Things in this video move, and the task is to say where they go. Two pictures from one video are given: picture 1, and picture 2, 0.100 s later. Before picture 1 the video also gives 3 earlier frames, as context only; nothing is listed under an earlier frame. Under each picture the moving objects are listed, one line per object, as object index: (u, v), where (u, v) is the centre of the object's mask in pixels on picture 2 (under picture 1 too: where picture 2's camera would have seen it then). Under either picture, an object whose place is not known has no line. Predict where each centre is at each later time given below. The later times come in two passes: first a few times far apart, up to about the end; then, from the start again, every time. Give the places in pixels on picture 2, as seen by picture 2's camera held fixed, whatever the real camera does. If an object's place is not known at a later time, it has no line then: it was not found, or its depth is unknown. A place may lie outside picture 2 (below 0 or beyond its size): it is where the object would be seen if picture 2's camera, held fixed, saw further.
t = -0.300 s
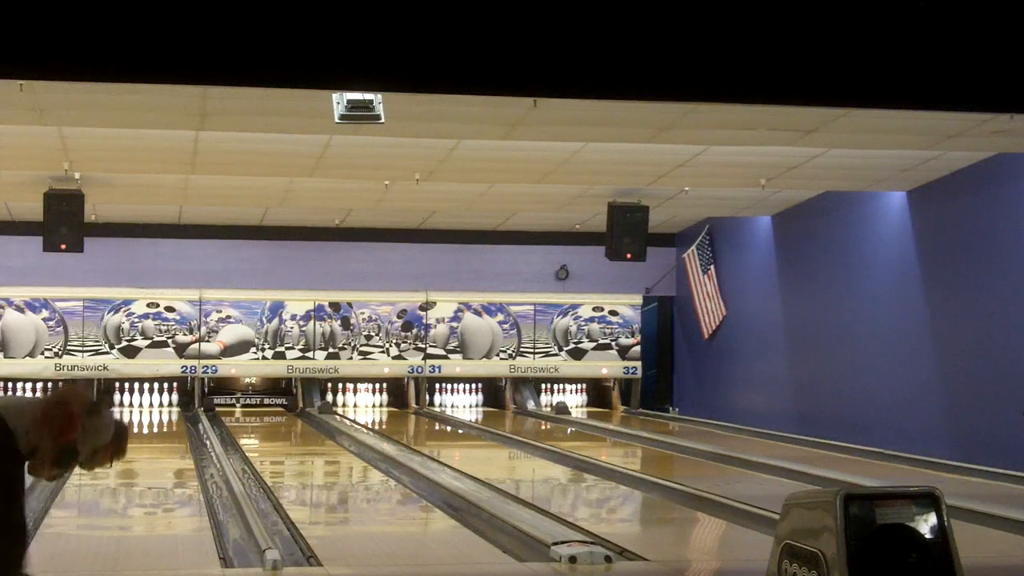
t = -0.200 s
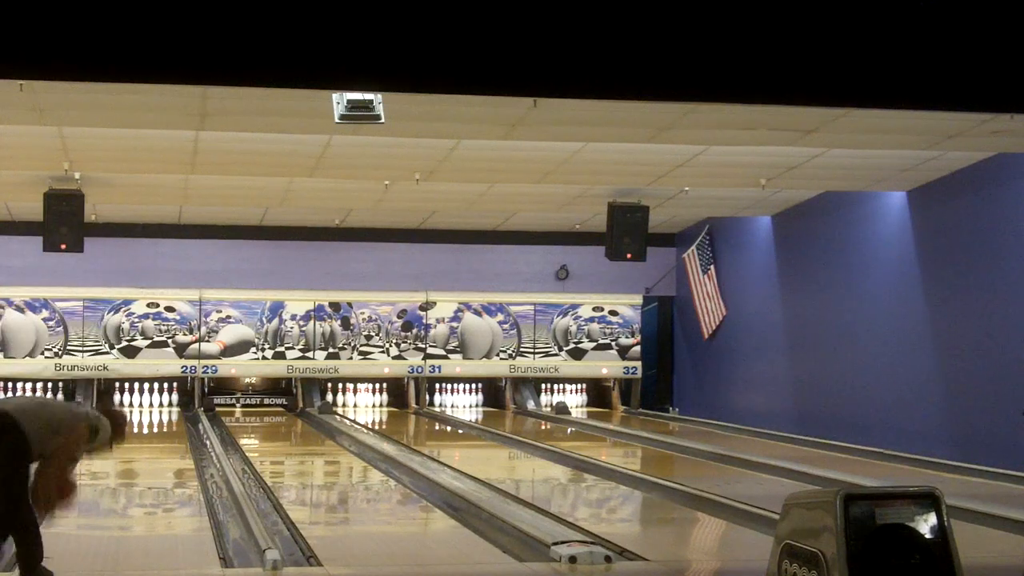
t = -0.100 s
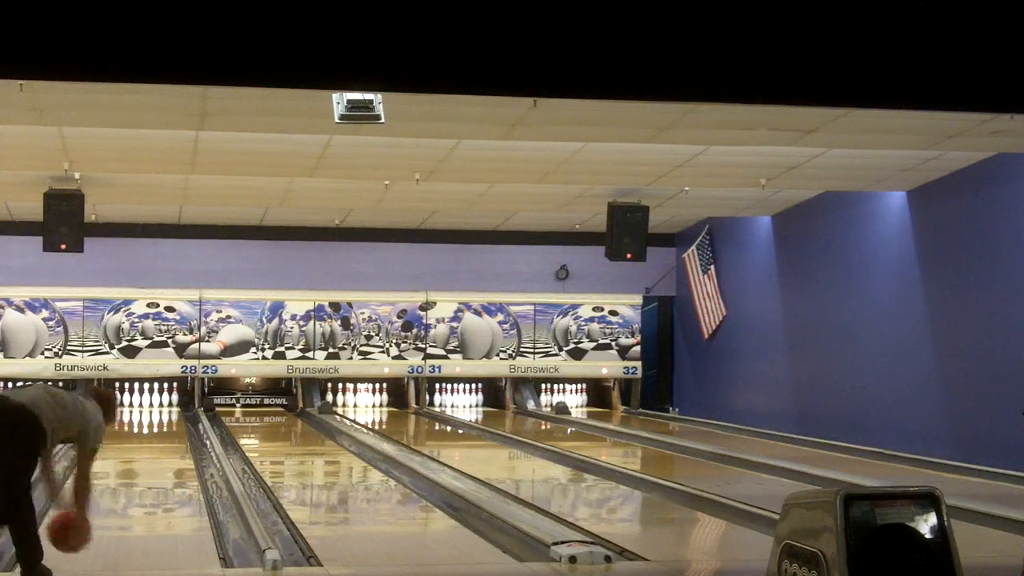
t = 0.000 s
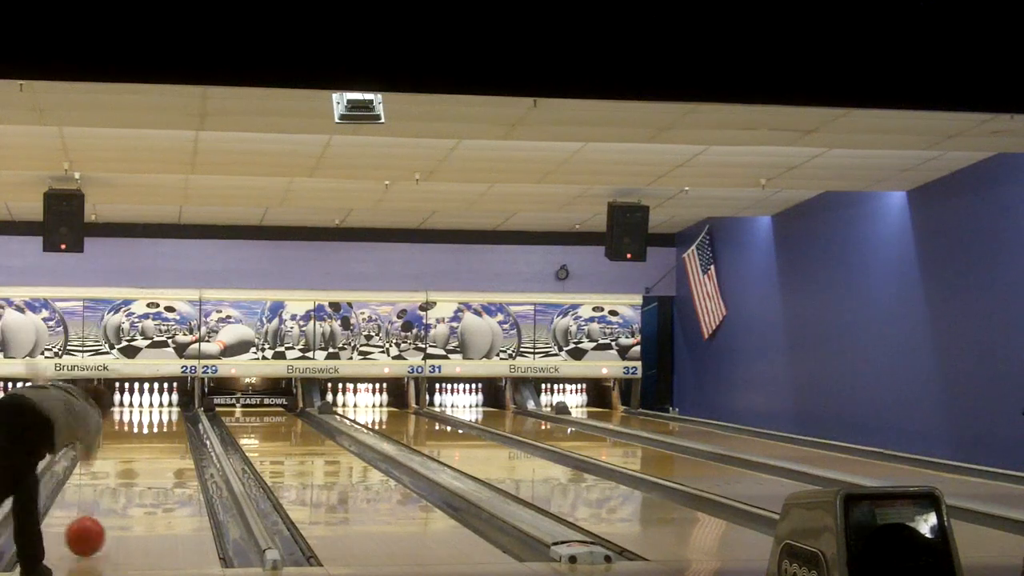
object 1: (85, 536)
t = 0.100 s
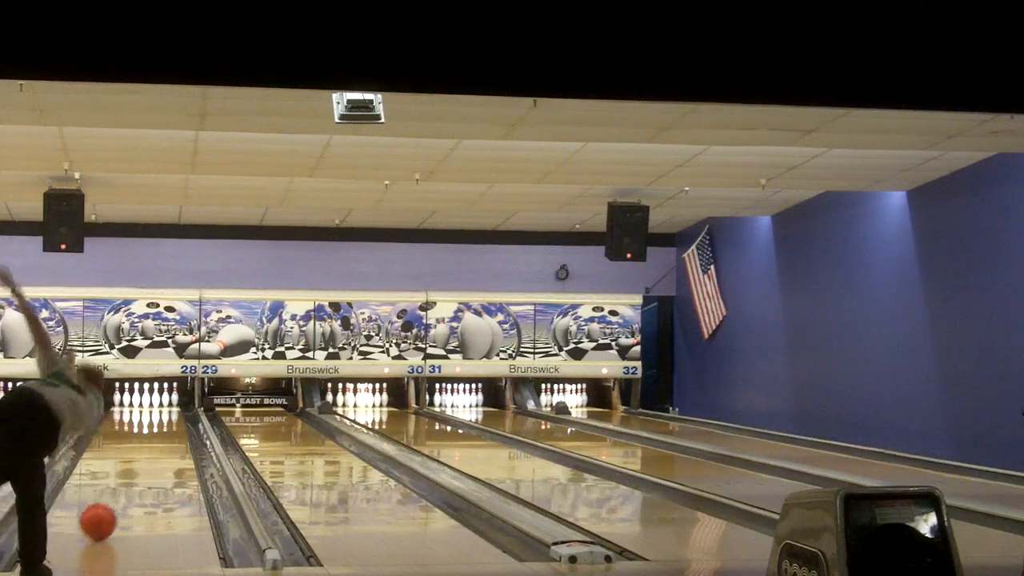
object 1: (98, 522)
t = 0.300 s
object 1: (118, 496)
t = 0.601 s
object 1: (140, 468)
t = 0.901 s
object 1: (153, 448)
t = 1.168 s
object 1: (160, 436)
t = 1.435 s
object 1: (165, 425)
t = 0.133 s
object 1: (102, 517)
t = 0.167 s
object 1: (105, 512)
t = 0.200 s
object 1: (109, 508)
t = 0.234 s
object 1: (112, 503)
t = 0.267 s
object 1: (116, 499)
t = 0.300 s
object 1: (118, 496)
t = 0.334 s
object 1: (121, 492)
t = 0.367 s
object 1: (124, 488)
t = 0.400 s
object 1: (127, 484)
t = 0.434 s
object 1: (129, 482)
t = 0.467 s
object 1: (131, 479)
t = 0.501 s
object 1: (133, 475)
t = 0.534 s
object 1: (135, 473)
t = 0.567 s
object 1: (137, 471)
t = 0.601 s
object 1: (140, 468)
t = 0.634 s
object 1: (141, 466)
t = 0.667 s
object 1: (143, 464)
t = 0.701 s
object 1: (144, 461)
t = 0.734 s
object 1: (146, 459)
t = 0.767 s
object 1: (147, 457)
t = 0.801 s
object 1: (149, 455)
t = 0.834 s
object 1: (151, 452)
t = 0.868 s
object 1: (152, 451)
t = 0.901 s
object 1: (153, 448)
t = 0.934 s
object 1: (154, 446)
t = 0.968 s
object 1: (155, 445)
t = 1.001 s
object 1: (156, 444)
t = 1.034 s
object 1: (157, 442)
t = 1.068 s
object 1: (158, 441)
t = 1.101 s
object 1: (159, 439)
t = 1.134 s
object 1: (160, 438)
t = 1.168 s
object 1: (160, 436)
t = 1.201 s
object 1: (161, 435)
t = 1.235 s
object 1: (162, 433)
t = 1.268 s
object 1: (163, 431)
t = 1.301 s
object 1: (163, 430)
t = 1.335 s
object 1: (164, 430)
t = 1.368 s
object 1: (164, 428)
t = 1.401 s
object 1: (164, 427)
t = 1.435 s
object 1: (165, 425)
